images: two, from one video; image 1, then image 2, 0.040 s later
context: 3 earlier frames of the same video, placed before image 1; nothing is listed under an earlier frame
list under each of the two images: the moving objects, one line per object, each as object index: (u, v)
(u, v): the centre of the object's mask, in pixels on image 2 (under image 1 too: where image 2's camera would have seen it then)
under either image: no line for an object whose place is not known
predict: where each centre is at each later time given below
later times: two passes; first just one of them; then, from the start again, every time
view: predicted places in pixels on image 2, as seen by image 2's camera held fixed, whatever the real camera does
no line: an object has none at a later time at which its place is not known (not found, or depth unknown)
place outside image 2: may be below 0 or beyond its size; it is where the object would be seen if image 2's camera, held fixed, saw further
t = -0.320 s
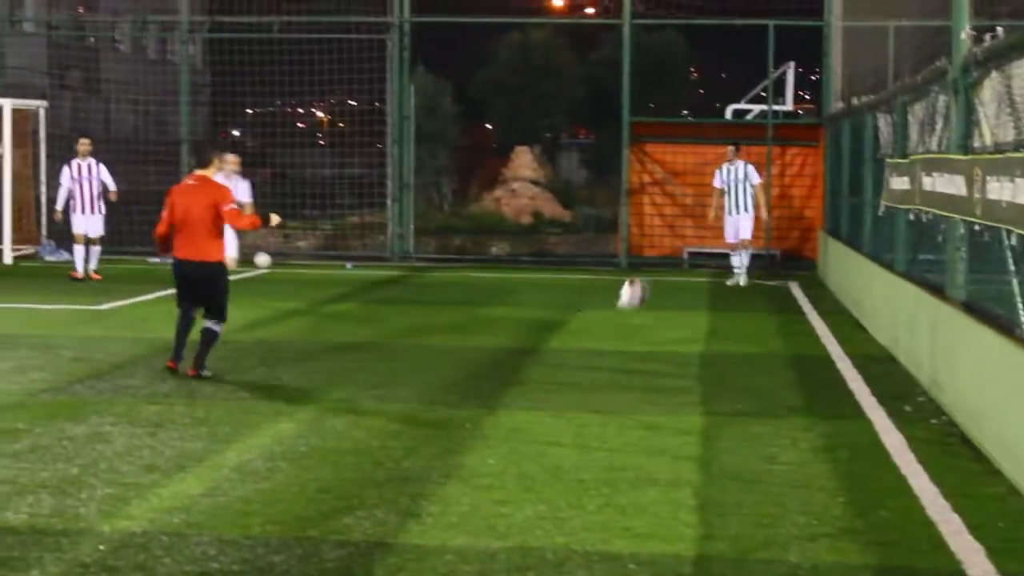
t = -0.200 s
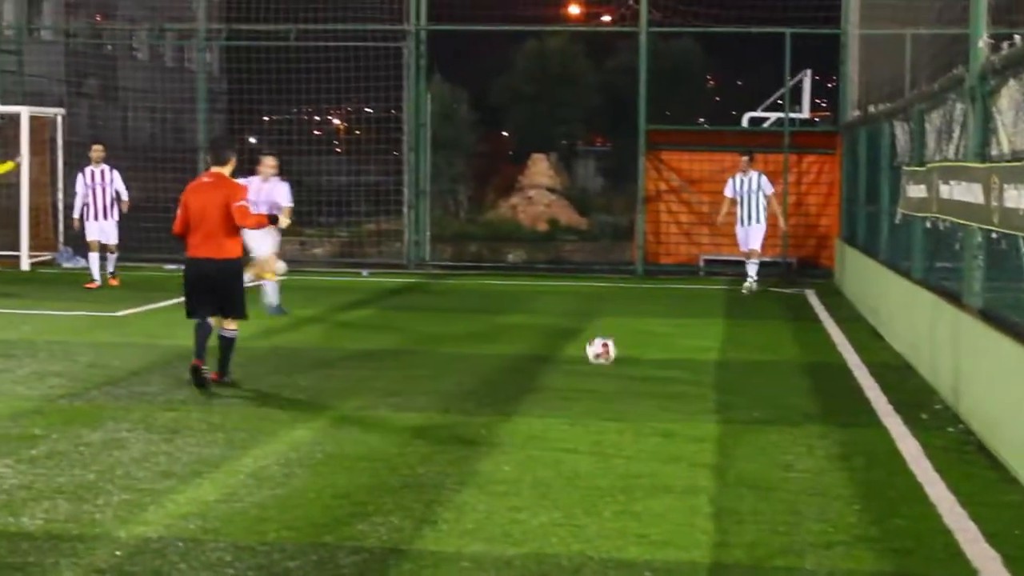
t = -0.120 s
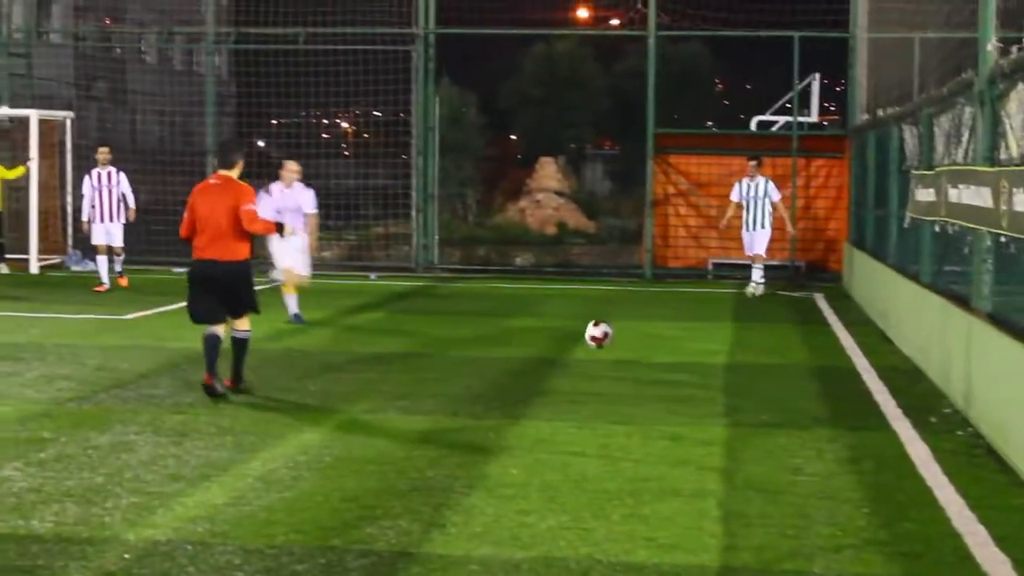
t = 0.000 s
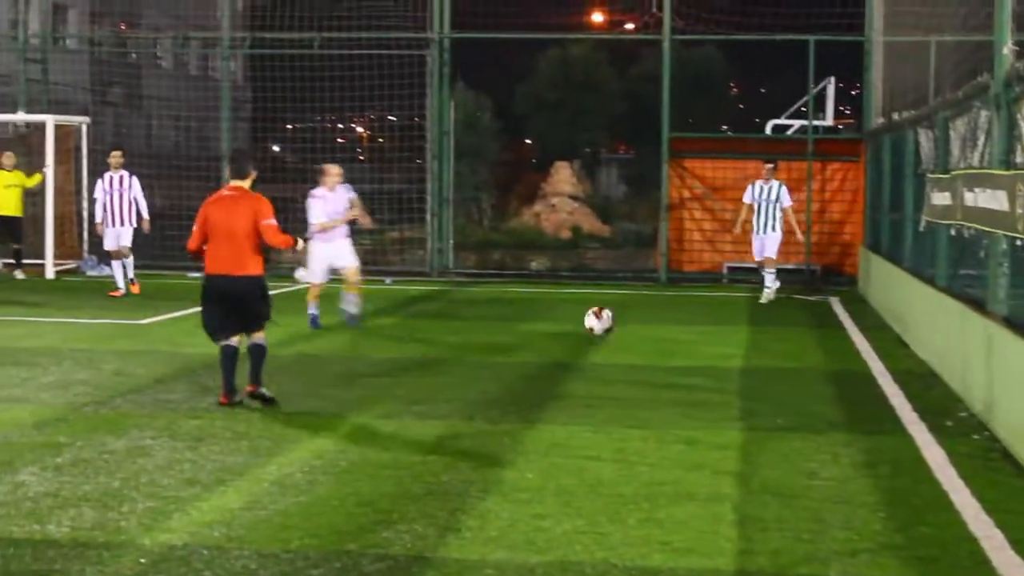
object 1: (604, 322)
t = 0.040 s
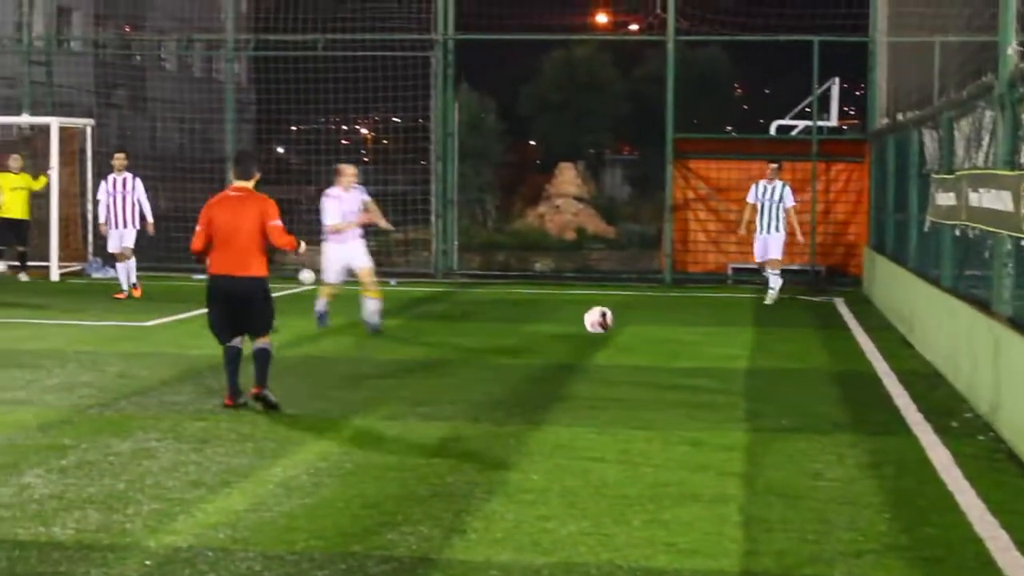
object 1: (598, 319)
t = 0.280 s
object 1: (565, 353)
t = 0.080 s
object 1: (593, 320)
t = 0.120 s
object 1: (588, 322)
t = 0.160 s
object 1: (582, 327)
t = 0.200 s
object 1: (578, 334)
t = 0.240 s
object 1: (571, 342)
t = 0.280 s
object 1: (565, 353)
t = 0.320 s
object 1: (560, 366)
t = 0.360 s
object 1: (555, 365)
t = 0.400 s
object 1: (551, 357)
